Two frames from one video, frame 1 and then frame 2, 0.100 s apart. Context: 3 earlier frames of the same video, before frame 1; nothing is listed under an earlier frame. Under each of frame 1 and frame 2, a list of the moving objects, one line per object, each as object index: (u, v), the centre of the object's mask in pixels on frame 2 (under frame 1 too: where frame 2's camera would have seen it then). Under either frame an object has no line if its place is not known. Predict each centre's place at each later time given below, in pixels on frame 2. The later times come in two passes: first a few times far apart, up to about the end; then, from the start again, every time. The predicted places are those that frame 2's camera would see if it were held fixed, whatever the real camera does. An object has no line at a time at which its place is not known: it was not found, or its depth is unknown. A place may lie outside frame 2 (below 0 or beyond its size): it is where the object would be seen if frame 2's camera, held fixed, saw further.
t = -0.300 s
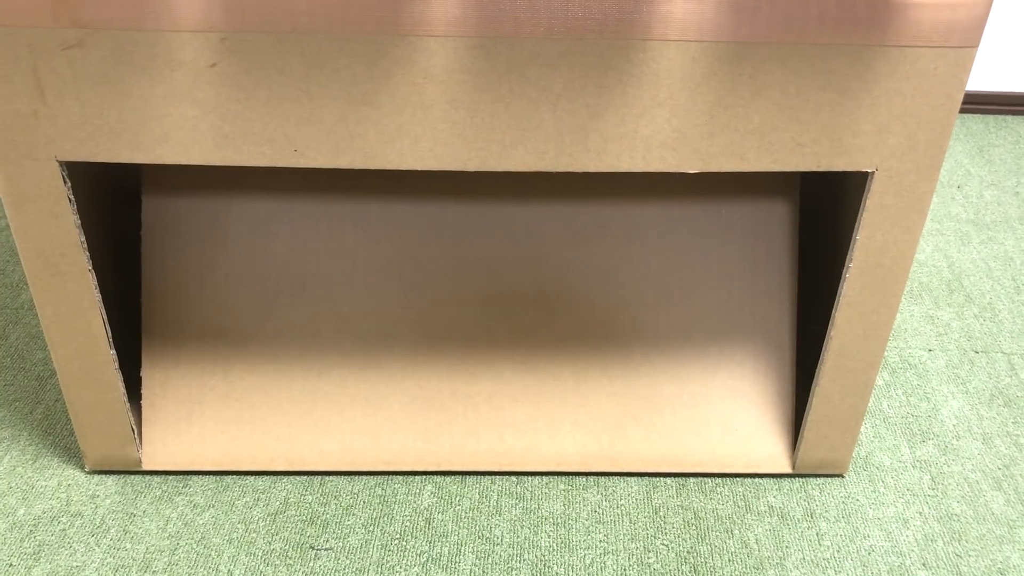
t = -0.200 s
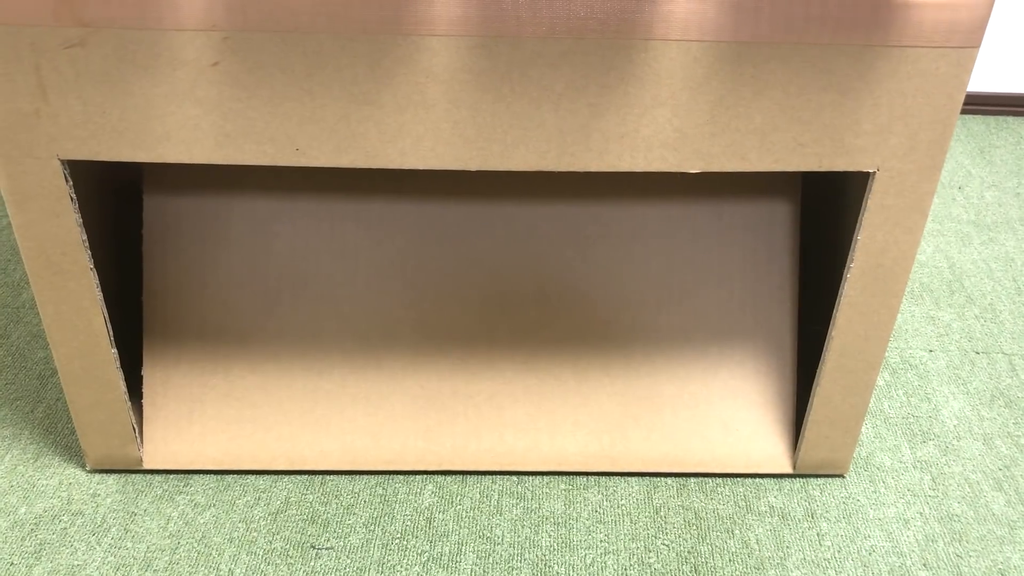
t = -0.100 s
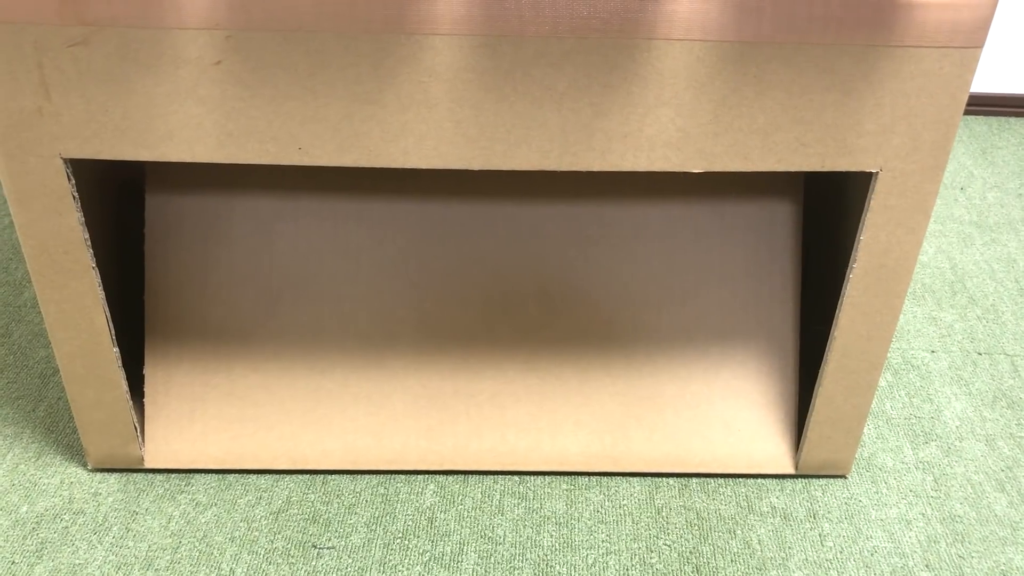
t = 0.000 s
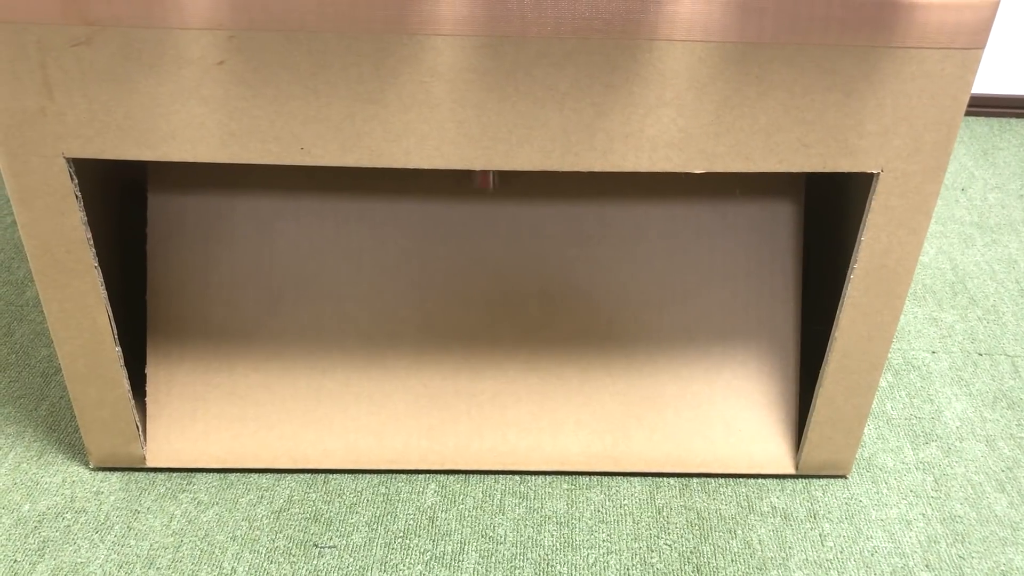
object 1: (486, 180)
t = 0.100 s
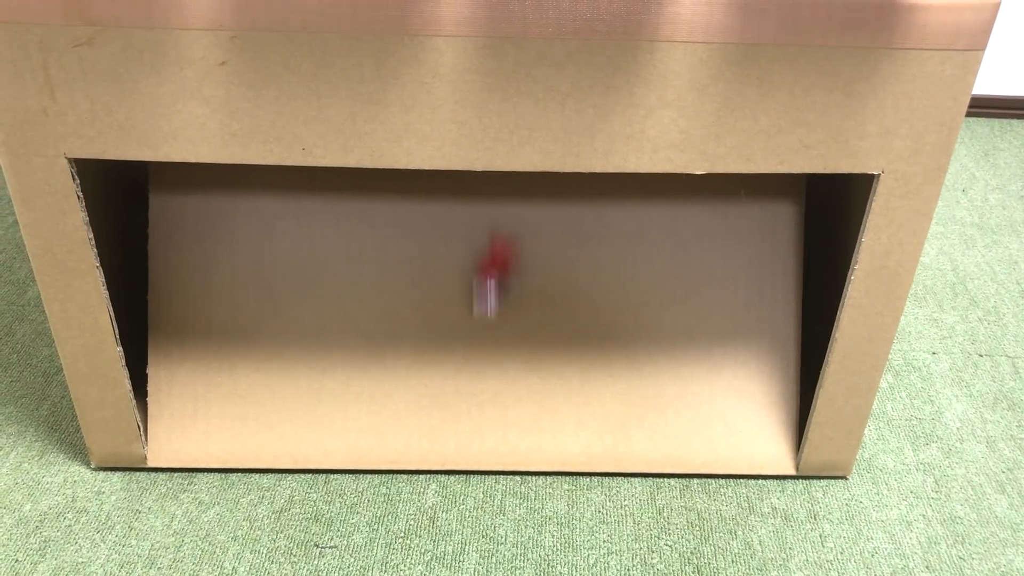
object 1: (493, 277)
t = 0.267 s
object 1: (516, 455)
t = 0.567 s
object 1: (533, 534)
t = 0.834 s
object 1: (534, 534)
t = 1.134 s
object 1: (534, 535)
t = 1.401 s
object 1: (534, 534)
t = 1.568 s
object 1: (534, 534)
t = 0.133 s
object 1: (491, 342)
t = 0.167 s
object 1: (490, 419)
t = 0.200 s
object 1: (496, 455)
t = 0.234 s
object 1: (506, 450)
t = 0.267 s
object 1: (516, 455)
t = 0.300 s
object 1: (522, 471)
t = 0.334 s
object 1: (531, 498)
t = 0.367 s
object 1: (537, 524)
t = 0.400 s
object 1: (537, 521)
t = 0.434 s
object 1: (536, 527)
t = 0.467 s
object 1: (535, 535)
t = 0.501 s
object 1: (533, 534)
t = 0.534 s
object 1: (533, 535)
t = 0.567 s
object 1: (533, 534)
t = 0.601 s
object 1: (534, 534)
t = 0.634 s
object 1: (534, 534)
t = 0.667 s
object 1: (534, 535)
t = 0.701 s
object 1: (534, 535)
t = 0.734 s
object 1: (534, 535)
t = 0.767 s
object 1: (534, 535)
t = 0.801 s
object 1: (534, 534)
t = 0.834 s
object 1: (534, 534)
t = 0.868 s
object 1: (534, 535)
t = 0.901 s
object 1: (534, 535)
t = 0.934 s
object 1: (534, 535)
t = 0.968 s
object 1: (534, 535)
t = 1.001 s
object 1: (534, 535)
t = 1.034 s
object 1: (534, 535)
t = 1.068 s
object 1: (534, 535)
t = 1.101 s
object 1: (534, 535)
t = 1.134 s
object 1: (534, 535)
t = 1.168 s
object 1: (534, 535)
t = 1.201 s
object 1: (534, 535)
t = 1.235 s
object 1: (534, 534)
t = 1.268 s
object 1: (534, 534)
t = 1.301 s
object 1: (534, 534)
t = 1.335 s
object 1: (534, 534)
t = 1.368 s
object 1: (534, 535)
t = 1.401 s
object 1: (534, 534)
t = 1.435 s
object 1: (534, 534)
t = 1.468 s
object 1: (534, 534)
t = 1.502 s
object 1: (534, 534)
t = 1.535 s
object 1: (534, 534)
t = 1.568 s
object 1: (534, 534)
